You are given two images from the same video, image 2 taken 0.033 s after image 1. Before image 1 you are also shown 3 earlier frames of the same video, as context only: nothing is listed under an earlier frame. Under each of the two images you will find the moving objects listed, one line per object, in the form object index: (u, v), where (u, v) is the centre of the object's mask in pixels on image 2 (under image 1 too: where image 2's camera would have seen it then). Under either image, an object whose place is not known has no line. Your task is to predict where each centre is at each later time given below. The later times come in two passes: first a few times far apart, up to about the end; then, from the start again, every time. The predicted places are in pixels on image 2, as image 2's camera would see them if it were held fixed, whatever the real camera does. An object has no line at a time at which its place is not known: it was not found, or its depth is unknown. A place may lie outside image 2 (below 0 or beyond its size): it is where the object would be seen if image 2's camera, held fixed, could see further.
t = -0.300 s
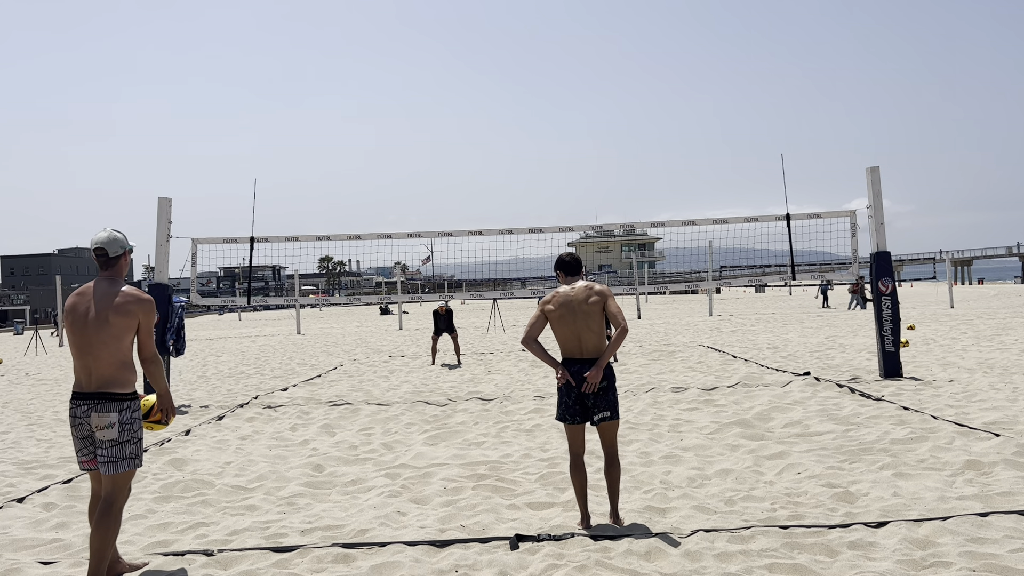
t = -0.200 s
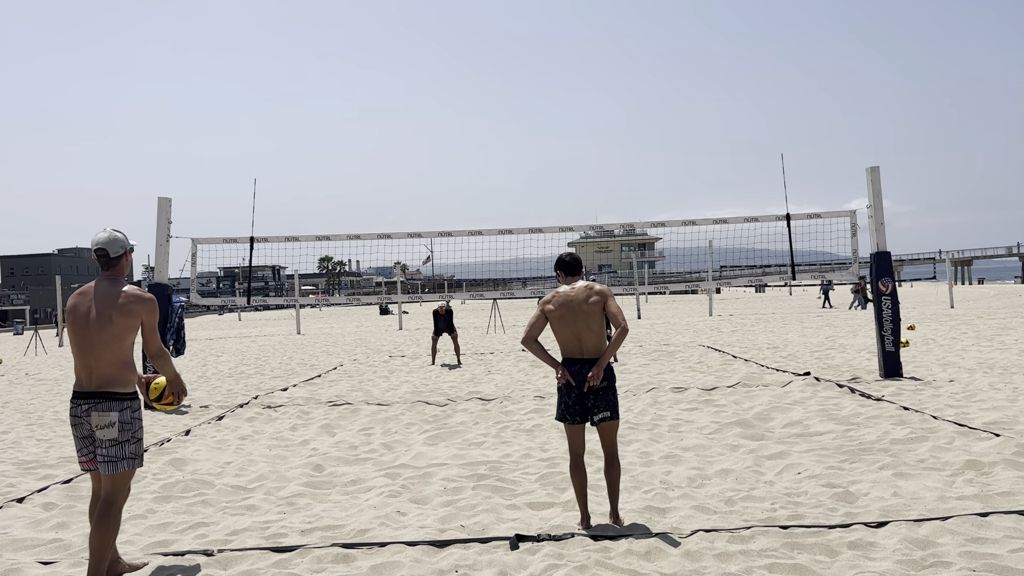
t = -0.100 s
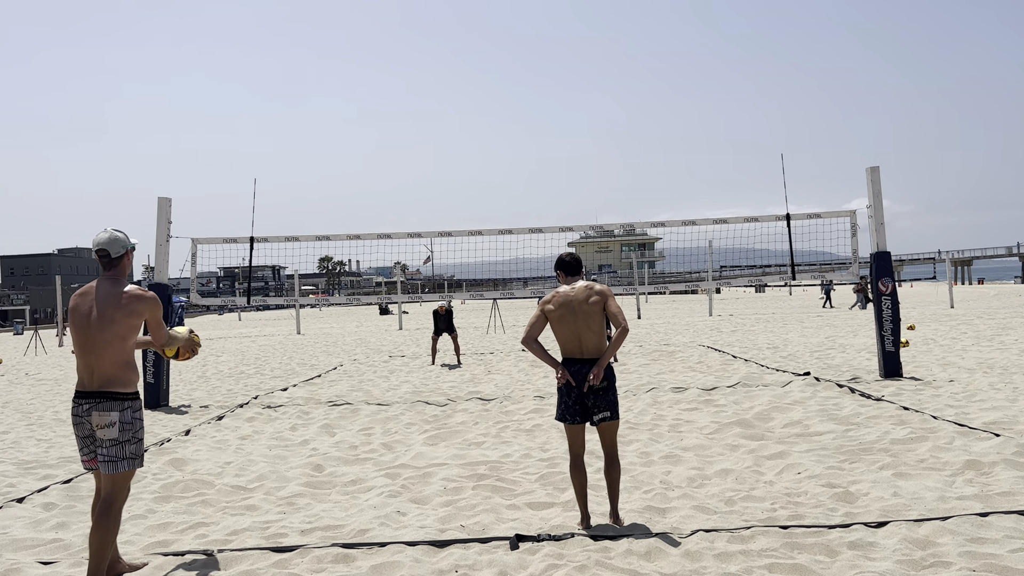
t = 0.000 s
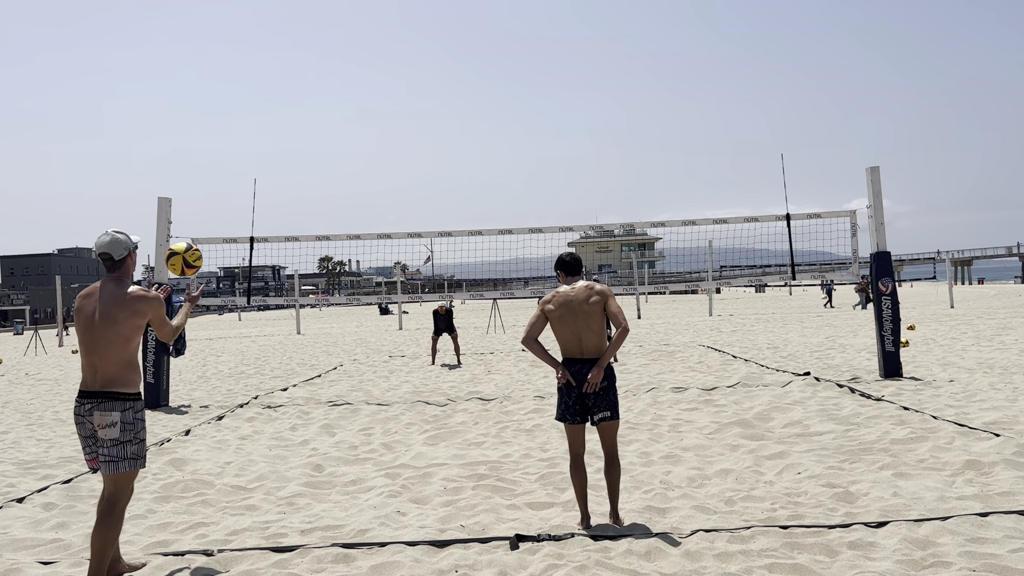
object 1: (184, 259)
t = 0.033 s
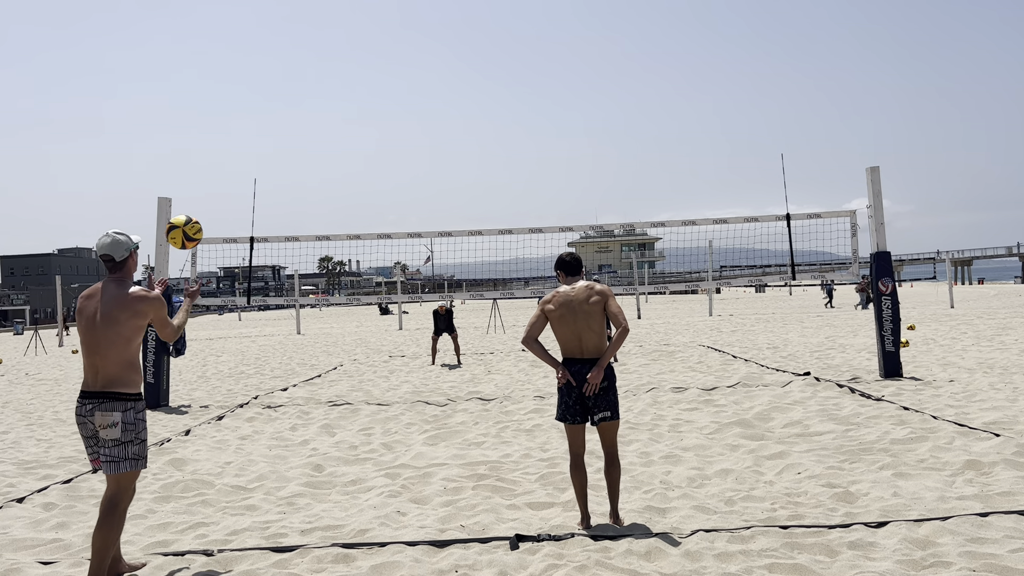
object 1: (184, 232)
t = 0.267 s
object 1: (185, 95)
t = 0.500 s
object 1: (190, 49)
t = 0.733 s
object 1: (195, 89)
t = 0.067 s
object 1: (184, 207)
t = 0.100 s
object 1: (184, 184)
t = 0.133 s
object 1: (184, 162)
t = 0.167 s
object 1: (184, 143)
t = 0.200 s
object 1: (185, 125)
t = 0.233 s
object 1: (185, 109)
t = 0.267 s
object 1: (185, 95)
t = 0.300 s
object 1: (186, 83)
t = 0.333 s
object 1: (186, 73)
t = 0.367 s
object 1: (187, 65)
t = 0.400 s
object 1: (187, 58)
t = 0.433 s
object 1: (188, 53)
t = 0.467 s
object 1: (189, 50)
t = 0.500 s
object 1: (190, 49)
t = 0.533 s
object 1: (190, 50)
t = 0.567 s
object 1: (191, 52)
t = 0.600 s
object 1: (192, 56)
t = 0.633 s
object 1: (192, 62)
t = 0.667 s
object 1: (193, 69)
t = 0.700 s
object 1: (194, 78)
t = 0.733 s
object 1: (195, 89)
